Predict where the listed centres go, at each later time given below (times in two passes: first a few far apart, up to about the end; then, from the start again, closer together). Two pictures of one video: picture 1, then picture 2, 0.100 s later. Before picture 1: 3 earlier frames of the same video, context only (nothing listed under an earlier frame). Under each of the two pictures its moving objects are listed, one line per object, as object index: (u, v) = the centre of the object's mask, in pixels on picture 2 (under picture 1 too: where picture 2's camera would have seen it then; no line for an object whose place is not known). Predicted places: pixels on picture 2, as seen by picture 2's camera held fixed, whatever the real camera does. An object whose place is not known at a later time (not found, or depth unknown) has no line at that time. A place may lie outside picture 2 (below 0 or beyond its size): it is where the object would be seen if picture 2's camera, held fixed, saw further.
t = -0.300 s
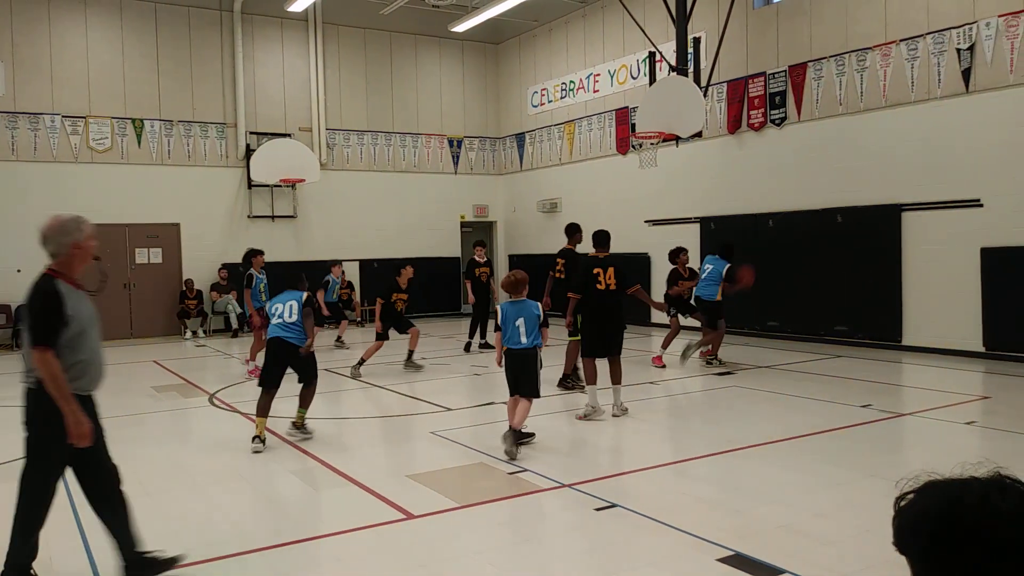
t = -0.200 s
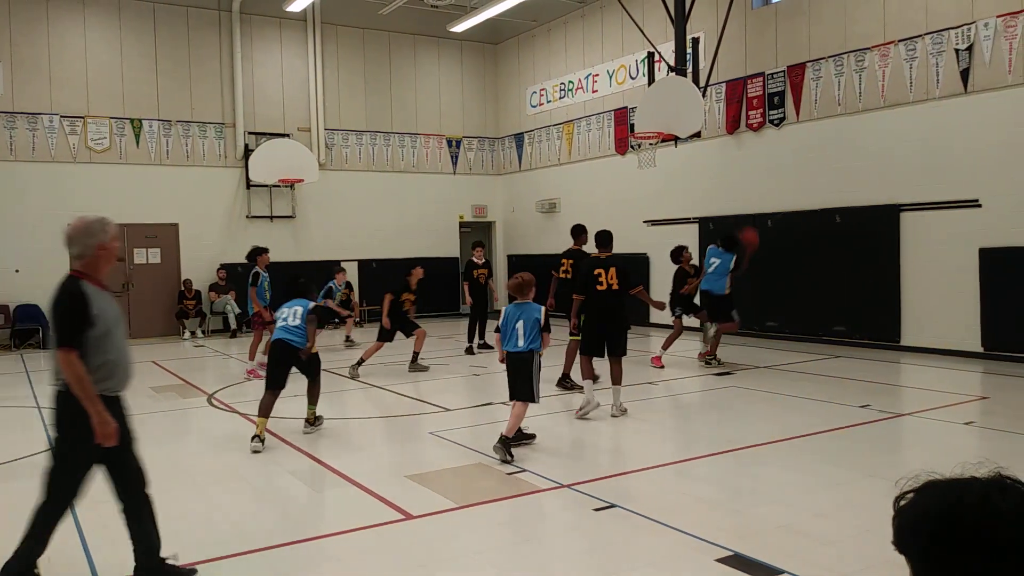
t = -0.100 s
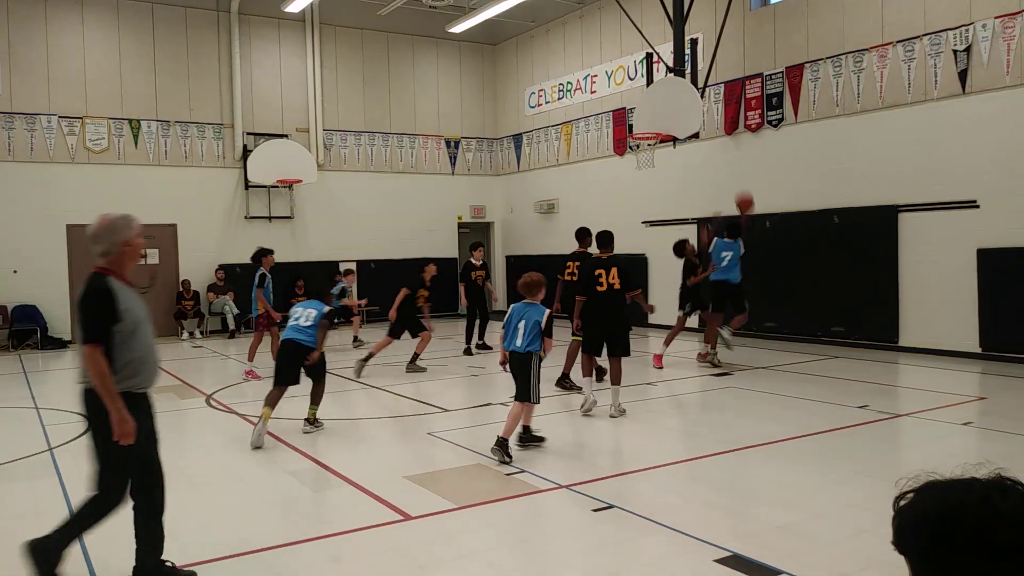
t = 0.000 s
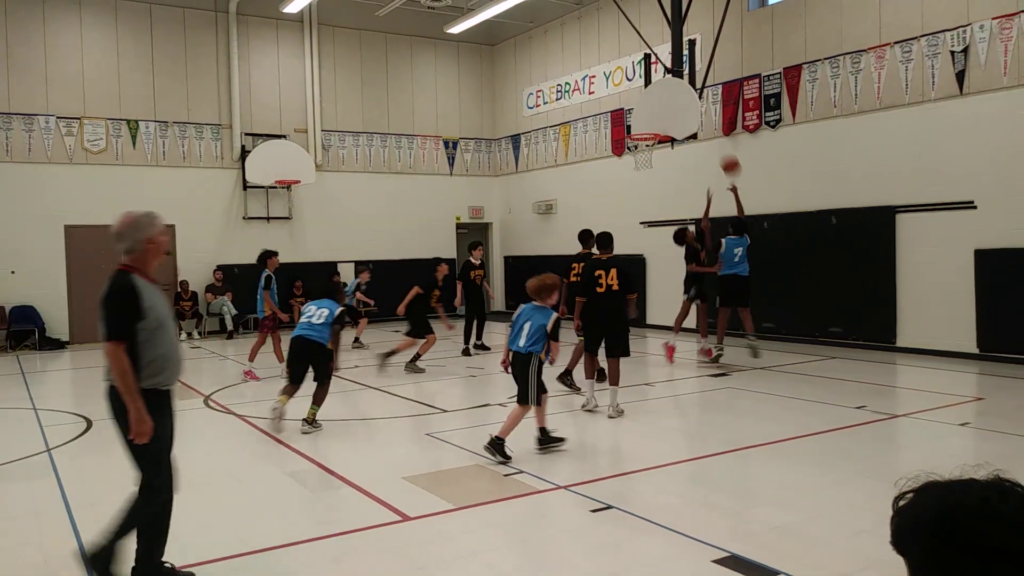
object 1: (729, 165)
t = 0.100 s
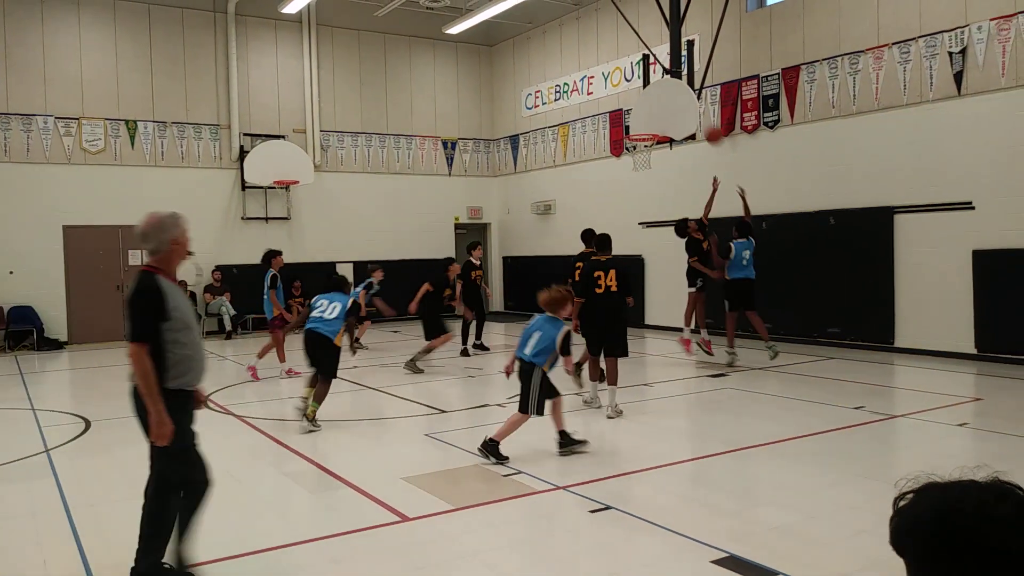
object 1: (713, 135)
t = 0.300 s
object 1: (686, 97)
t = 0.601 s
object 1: (648, 100)
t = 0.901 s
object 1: (631, 121)
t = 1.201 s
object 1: (639, 142)
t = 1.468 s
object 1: (646, 199)
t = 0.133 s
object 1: (708, 126)
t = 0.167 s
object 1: (704, 118)
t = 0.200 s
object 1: (699, 112)
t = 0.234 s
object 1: (695, 107)
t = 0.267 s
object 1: (690, 101)
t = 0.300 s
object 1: (686, 97)
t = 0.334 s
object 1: (681, 95)
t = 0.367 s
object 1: (677, 92)
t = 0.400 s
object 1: (672, 91)
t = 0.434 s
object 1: (668, 91)
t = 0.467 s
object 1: (664, 91)
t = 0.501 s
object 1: (660, 92)
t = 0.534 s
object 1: (656, 94)
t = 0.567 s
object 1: (651, 96)
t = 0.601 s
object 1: (648, 100)
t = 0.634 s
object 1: (644, 104)
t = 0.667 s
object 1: (640, 109)
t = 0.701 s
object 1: (636, 114)
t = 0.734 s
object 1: (632, 121)
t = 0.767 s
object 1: (629, 128)
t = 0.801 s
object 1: (629, 128)
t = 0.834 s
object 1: (629, 126)
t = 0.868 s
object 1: (630, 123)
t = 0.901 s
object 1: (631, 121)
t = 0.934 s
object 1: (632, 120)
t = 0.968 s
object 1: (633, 120)
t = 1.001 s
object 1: (634, 121)
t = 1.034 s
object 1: (635, 122)
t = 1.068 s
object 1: (636, 124)
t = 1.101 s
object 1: (637, 127)
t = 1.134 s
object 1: (638, 130)
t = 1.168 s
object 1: (639, 132)
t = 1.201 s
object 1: (639, 142)
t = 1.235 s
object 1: (640, 146)
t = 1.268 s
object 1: (641, 153)
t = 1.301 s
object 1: (643, 159)
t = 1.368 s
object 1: (644, 173)
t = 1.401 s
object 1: (645, 180)
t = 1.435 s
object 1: (645, 189)
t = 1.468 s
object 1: (646, 199)
